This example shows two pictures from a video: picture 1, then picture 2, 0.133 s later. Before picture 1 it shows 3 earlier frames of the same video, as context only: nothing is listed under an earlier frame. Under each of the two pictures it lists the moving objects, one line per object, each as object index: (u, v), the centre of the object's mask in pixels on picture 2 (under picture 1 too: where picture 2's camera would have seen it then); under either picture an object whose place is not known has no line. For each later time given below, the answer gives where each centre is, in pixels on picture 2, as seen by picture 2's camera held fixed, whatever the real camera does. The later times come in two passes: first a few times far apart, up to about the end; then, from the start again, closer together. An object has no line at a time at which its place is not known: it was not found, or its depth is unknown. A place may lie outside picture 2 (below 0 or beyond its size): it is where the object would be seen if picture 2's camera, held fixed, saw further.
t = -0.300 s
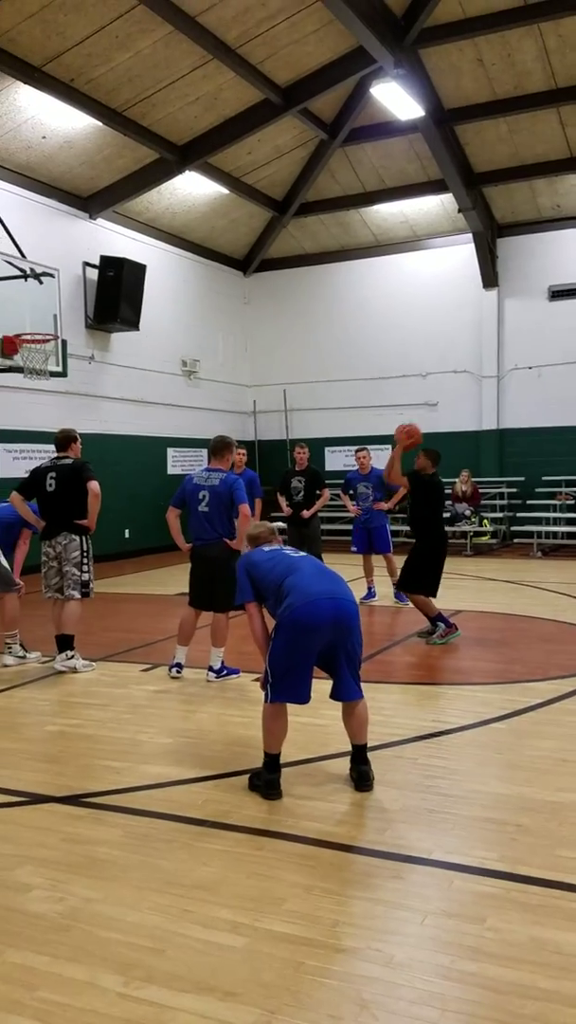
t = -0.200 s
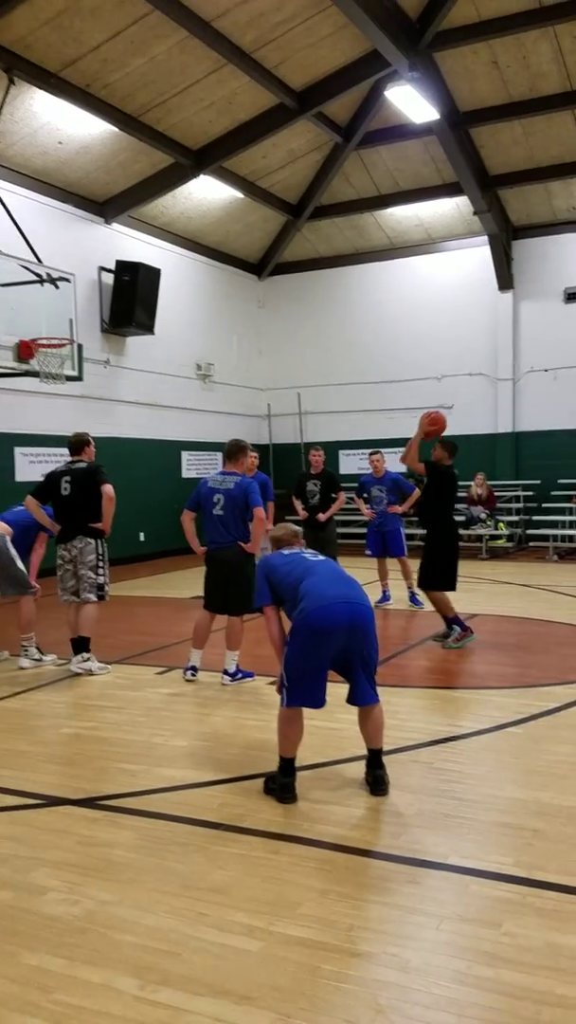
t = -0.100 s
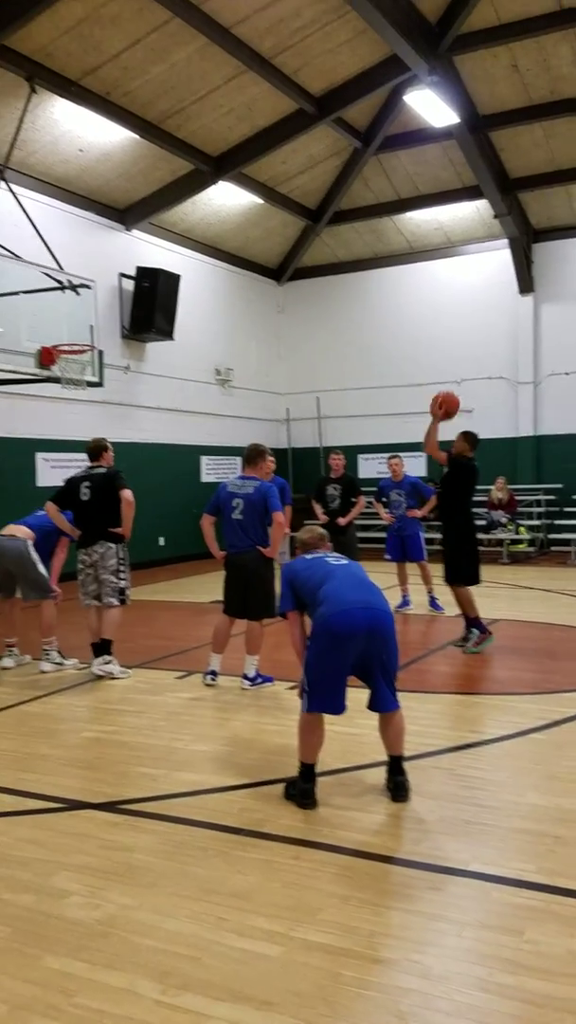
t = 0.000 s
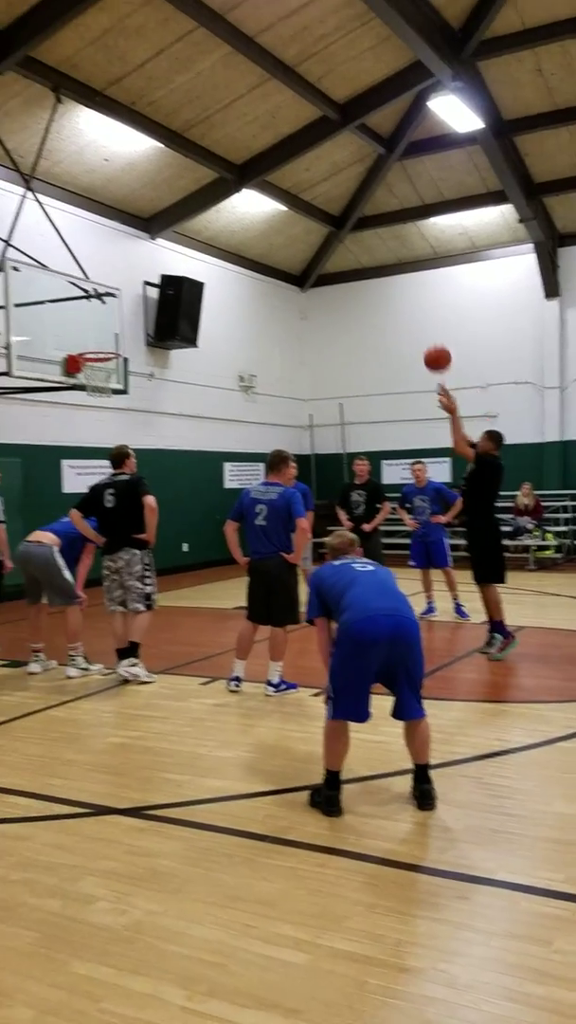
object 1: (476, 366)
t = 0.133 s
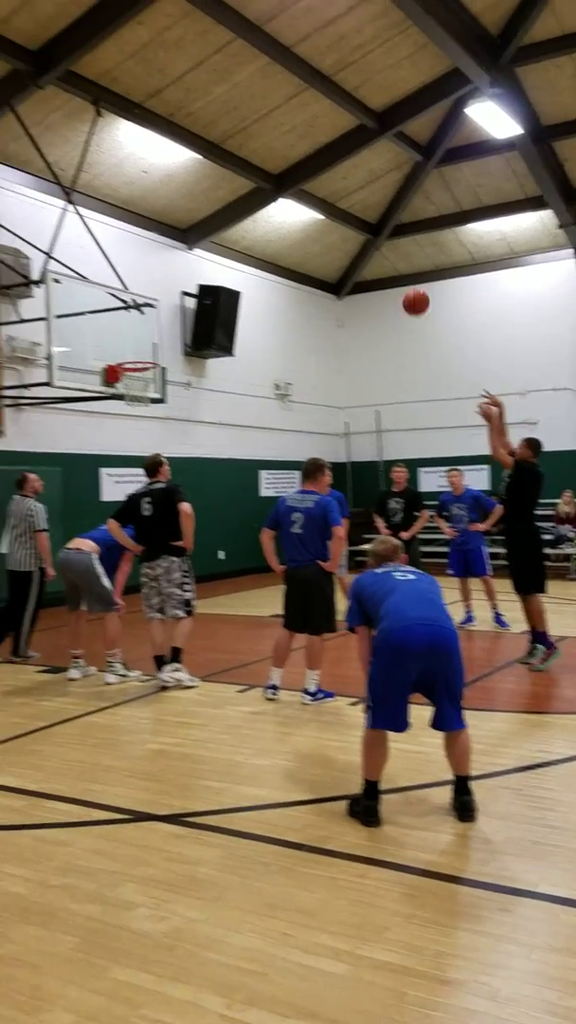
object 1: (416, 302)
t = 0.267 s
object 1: (362, 261)
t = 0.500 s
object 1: (277, 239)
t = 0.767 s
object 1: (195, 278)
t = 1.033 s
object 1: (130, 363)
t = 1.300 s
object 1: (166, 373)
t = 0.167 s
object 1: (402, 289)
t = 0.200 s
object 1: (388, 278)
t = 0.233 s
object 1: (375, 269)
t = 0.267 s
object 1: (362, 261)
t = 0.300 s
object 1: (349, 255)
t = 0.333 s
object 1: (336, 249)
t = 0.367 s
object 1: (324, 245)
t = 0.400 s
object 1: (312, 241)
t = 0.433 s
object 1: (300, 239)
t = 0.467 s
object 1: (289, 239)
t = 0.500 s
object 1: (277, 239)
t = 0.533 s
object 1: (266, 241)
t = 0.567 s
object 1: (255, 243)
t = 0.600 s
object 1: (244, 246)
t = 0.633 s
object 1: (234, 250)
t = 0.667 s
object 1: (224, 256)
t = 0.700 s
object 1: (214, 262)
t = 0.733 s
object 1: (204, 270)
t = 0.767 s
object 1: (195, 278)
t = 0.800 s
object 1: (186, 287)
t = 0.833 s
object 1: (176, 297)
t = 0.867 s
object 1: (167, 307)
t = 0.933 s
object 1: (149, 331)
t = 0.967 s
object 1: (140, 343)
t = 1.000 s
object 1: (131, 356)
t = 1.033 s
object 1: (130, 363)
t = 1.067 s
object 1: (134, 361)
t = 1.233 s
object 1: (158, 365)
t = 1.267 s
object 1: (163, 368)
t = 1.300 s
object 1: (166, 373)
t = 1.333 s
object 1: (171, 378)
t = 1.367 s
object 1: (176, 384)
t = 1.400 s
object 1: (180, 391)
